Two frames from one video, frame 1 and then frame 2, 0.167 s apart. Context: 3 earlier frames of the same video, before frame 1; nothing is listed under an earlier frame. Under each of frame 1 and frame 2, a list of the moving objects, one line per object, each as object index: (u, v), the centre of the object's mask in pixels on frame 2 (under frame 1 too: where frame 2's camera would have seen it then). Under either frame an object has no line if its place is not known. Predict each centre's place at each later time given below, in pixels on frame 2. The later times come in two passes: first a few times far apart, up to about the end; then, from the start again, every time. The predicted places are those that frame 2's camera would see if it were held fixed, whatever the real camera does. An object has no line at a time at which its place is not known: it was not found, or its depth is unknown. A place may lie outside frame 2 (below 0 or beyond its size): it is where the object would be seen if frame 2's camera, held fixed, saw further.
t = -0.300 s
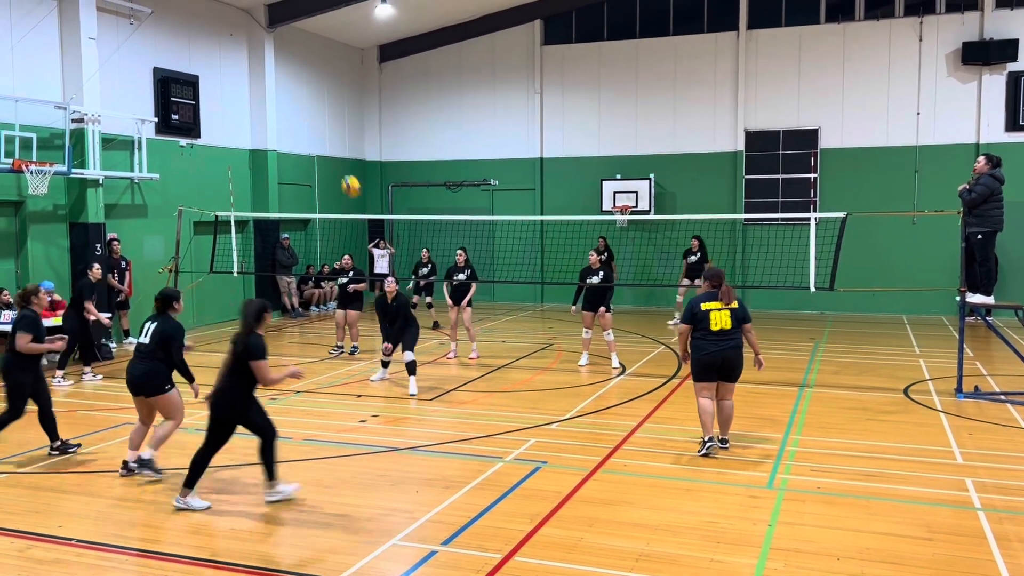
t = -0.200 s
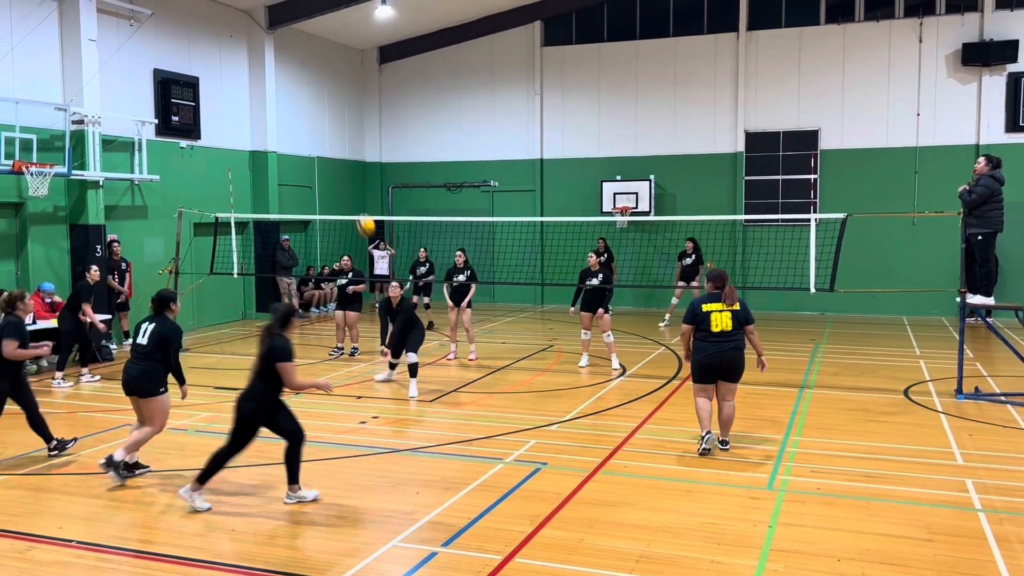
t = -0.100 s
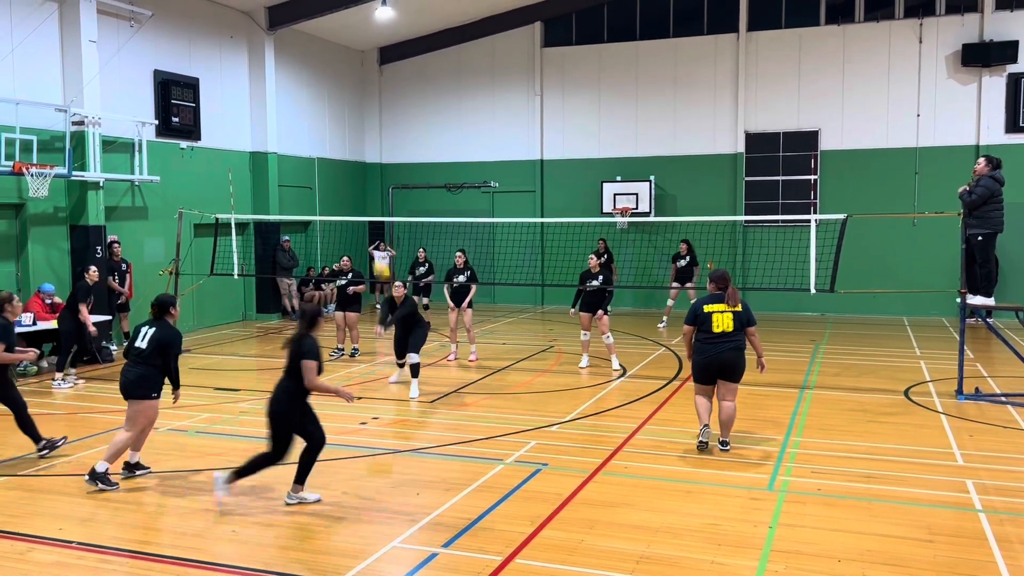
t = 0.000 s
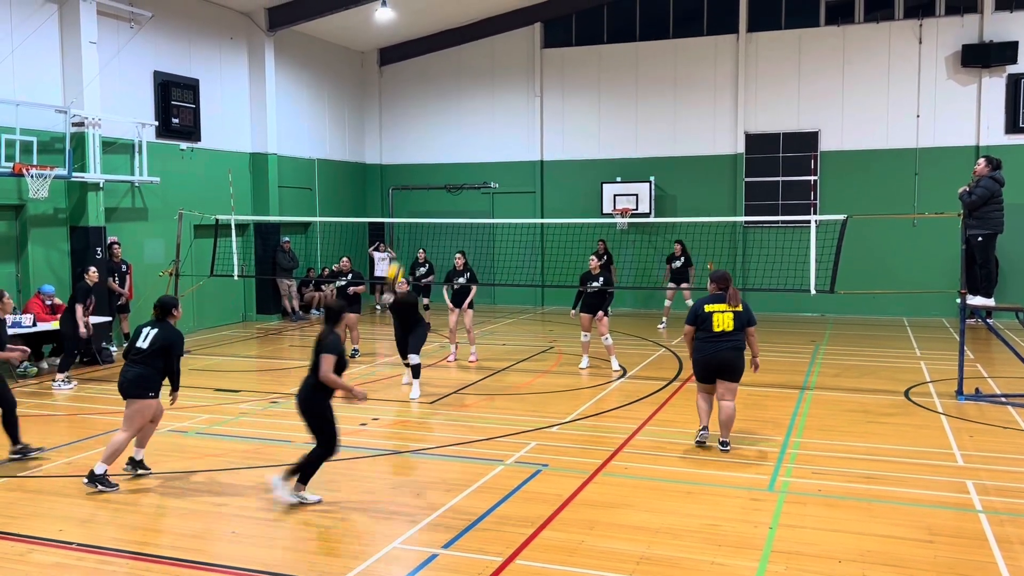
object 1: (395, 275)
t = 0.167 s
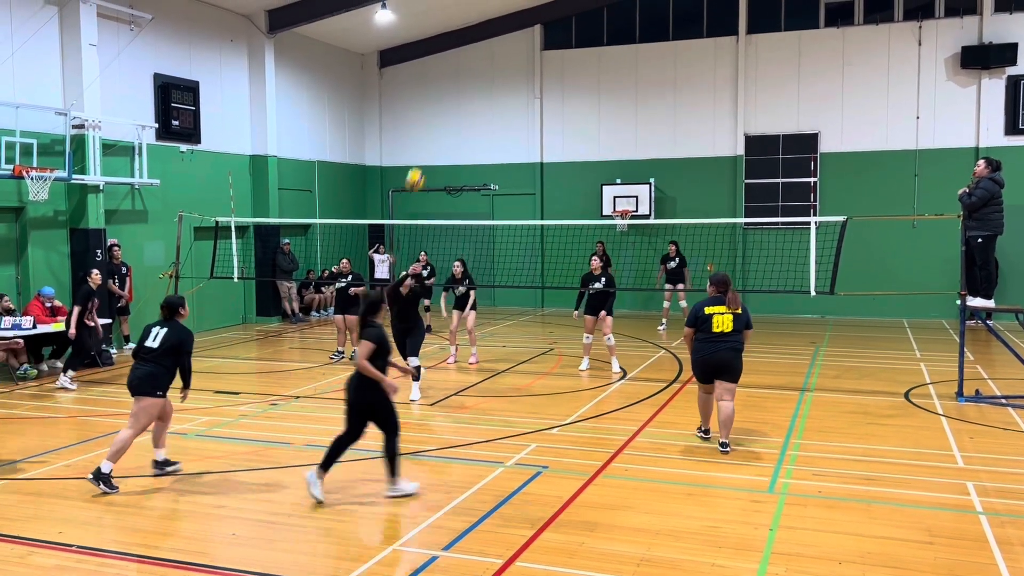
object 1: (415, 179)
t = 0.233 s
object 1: (422, 147)
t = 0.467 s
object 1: (448, 62)
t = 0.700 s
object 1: (475, 23)
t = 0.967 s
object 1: (507, 37)
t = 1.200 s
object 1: (537, 105)
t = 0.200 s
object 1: (418, 164)
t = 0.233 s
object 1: (422, 147)
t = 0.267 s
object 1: (426, 132)
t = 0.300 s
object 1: (430, 118)
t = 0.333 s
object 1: (433, 105)
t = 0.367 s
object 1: (437, 93)
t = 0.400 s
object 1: (440, 82)
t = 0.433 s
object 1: (444, 71)
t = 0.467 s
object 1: (448, 62)
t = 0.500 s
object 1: (452, 53)
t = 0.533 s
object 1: (456, 45)
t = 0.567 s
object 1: (459, 39)
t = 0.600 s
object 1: (463, 34)
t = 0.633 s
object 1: (467, 29)
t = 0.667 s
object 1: (471, 25)
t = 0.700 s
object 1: (475, 23)
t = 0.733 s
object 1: (479, 21)
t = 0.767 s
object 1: (483, 20)
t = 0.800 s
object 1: (487, 20)
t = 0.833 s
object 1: (491, 22)
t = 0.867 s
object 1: (495, 24)
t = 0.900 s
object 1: (499, 27)
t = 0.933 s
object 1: (504, 32)
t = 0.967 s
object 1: (507, 37)
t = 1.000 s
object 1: (512, 43)
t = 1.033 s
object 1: (516, 52)
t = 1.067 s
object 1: (520, 60)
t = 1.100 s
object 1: (524, 70)
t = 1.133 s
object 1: (528, 80)
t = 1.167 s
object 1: (533, 92)
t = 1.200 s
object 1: (537, 105)
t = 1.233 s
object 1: (541, 118)
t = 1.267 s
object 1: (546, 133)
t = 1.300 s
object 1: (549, 149)
